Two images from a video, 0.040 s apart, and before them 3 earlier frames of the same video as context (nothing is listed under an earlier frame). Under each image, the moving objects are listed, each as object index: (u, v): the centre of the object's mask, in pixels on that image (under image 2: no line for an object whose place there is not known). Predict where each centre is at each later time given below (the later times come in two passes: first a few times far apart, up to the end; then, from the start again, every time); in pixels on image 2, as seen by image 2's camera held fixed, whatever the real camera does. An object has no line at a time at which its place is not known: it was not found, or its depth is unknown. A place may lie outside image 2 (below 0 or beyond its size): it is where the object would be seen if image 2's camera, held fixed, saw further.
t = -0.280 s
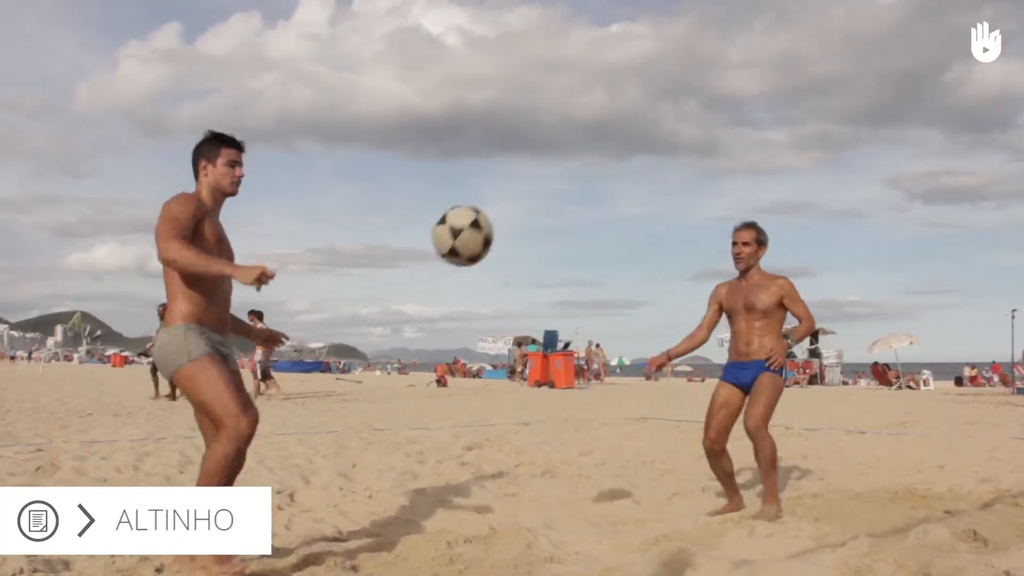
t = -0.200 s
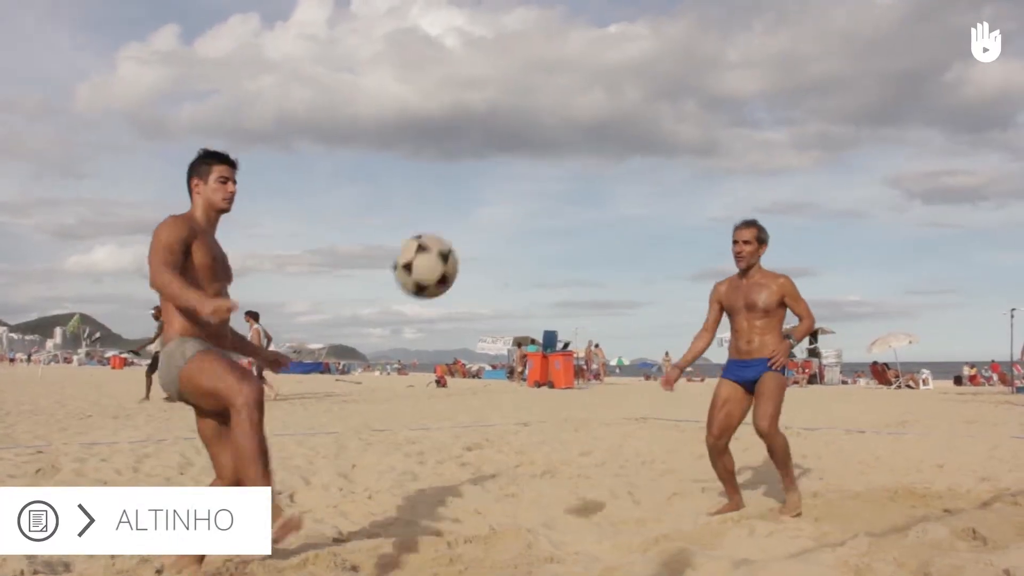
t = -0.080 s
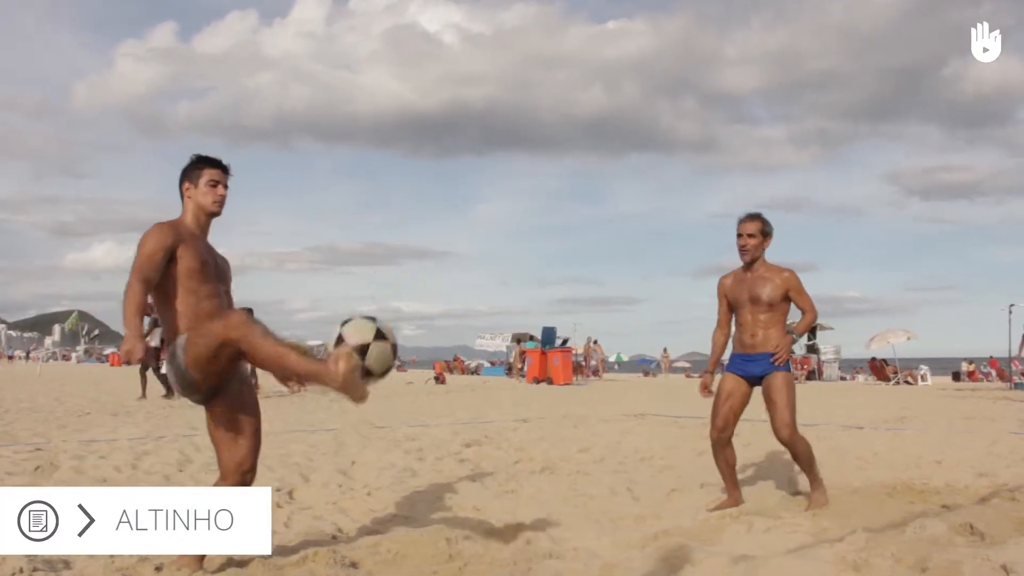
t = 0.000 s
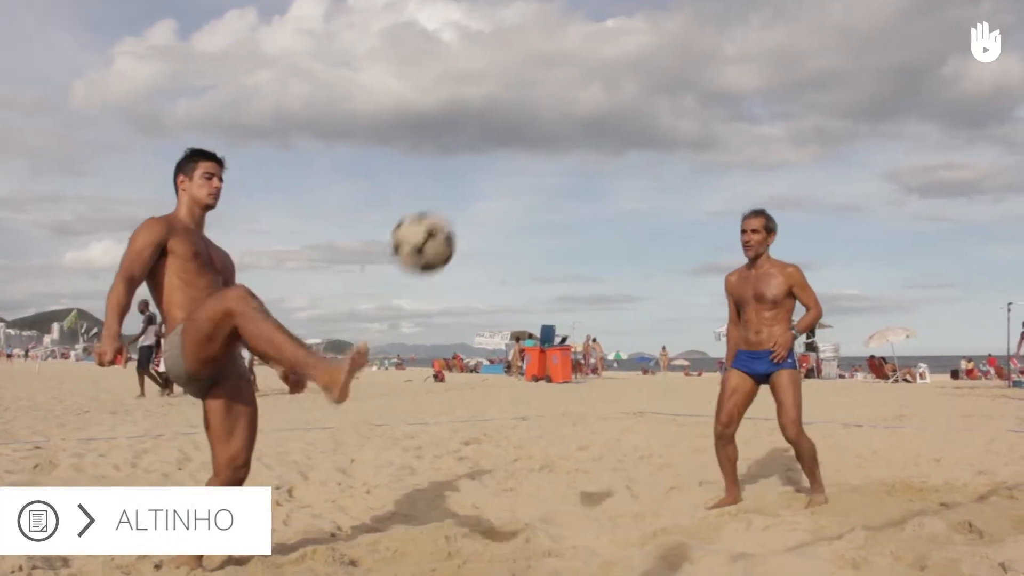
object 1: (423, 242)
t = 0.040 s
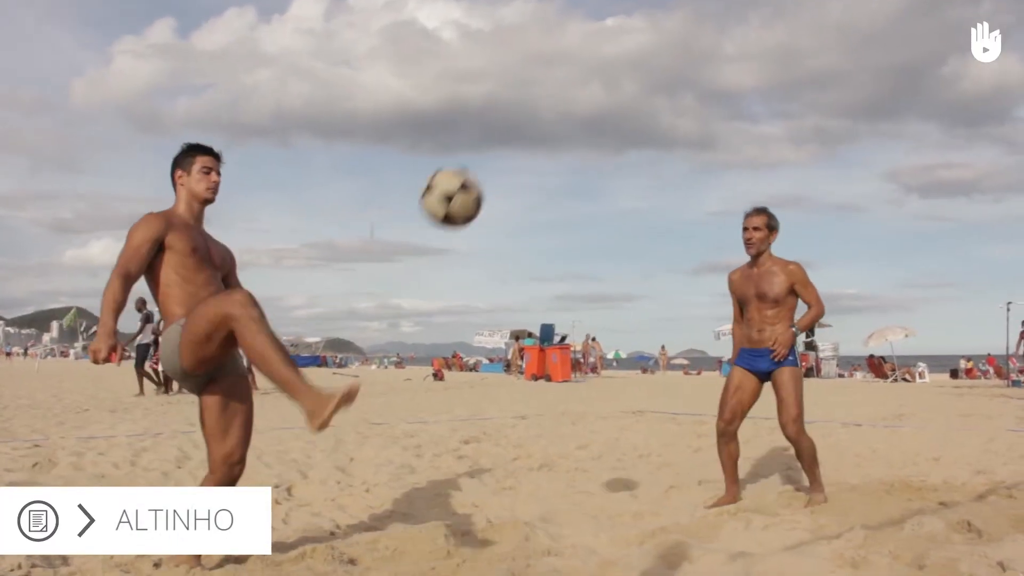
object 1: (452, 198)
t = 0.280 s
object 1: (591, 63)
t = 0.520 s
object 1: (691, 77)
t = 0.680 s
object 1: (744, 142)
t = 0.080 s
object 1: (479, 161)
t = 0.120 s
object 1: (504, 131)
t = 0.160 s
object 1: (528, 107)
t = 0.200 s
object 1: (550, 88)
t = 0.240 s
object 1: (571, 74)
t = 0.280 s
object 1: (591, 63)
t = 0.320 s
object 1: (610, 57)
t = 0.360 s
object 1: (628, 55)
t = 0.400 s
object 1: (645, 58)
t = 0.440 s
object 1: (661, 61)
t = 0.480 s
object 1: (676, 67)
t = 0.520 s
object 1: (691, 77)
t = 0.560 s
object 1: (705, 90)
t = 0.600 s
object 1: (718, 105)
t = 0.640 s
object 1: (732, 122)
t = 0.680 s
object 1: (744, 142)
